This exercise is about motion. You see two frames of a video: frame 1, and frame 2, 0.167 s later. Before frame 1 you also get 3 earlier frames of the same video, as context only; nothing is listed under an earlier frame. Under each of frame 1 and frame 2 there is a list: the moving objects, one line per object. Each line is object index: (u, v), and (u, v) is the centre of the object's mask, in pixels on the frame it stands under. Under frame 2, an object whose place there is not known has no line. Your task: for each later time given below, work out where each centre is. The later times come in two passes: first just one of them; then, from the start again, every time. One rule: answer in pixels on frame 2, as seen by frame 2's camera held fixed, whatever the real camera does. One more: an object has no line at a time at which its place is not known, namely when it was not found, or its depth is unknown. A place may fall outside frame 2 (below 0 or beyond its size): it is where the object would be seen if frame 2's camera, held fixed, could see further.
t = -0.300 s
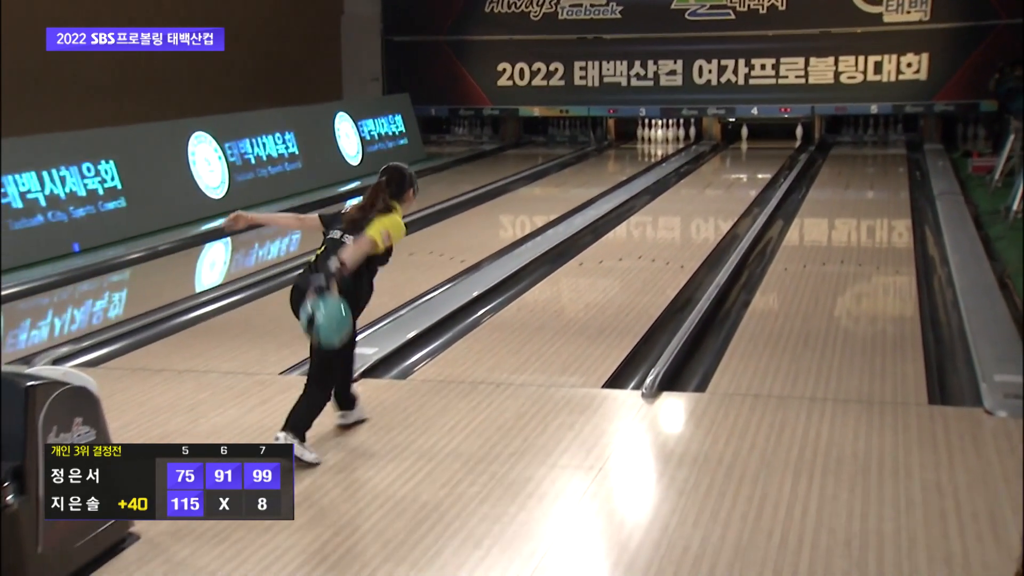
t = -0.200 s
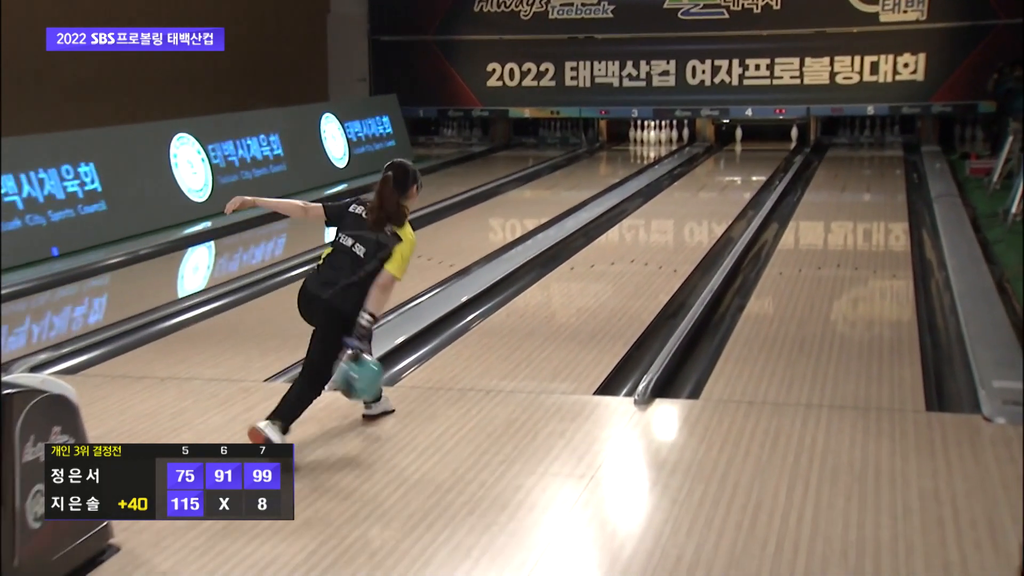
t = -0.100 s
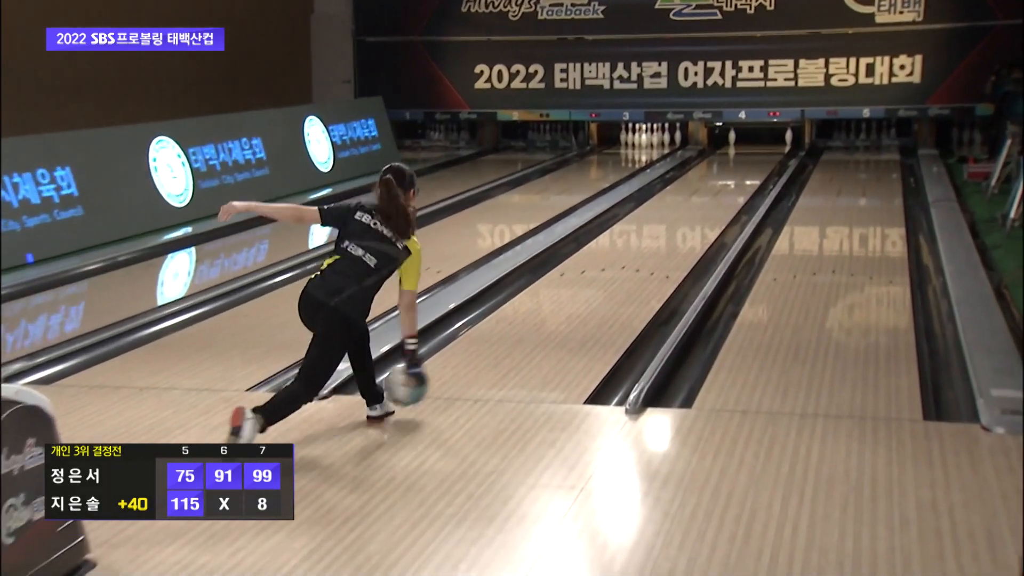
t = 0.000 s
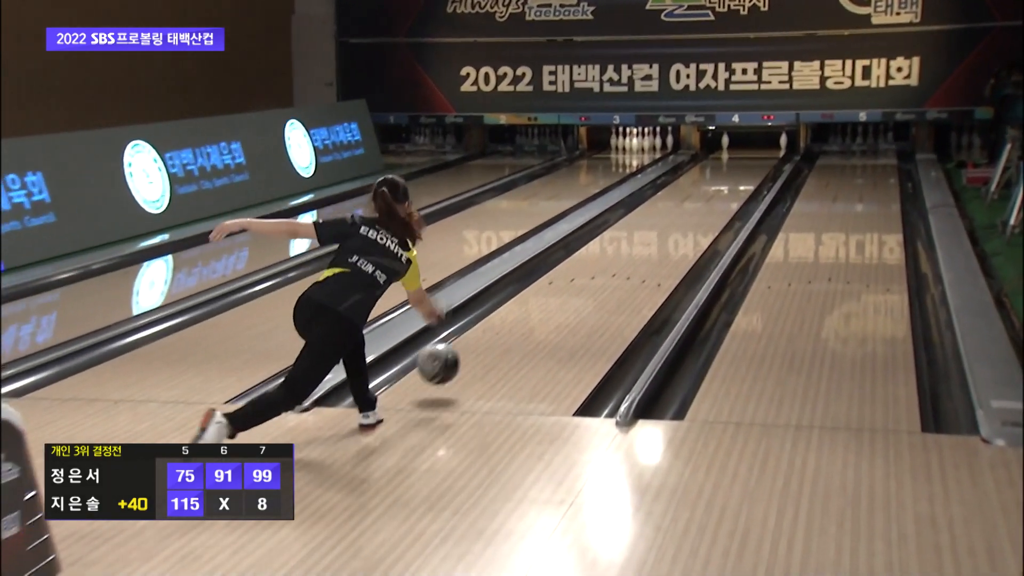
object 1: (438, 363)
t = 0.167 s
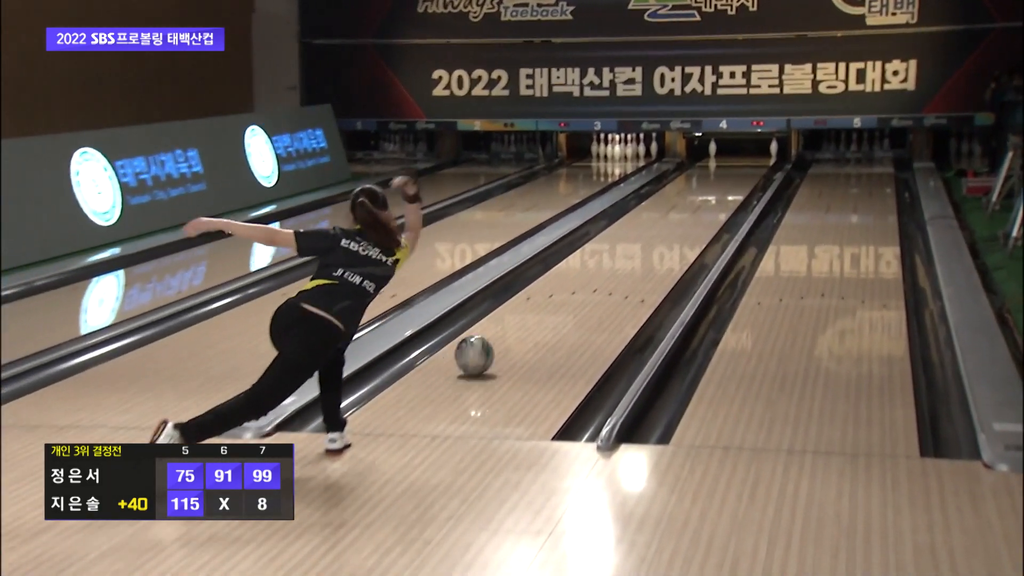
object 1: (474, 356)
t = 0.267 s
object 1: (506, 335)
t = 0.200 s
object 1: (485, 348)
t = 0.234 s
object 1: (496, 341)
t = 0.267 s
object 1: (506, 335)
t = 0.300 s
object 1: (516, 329)
